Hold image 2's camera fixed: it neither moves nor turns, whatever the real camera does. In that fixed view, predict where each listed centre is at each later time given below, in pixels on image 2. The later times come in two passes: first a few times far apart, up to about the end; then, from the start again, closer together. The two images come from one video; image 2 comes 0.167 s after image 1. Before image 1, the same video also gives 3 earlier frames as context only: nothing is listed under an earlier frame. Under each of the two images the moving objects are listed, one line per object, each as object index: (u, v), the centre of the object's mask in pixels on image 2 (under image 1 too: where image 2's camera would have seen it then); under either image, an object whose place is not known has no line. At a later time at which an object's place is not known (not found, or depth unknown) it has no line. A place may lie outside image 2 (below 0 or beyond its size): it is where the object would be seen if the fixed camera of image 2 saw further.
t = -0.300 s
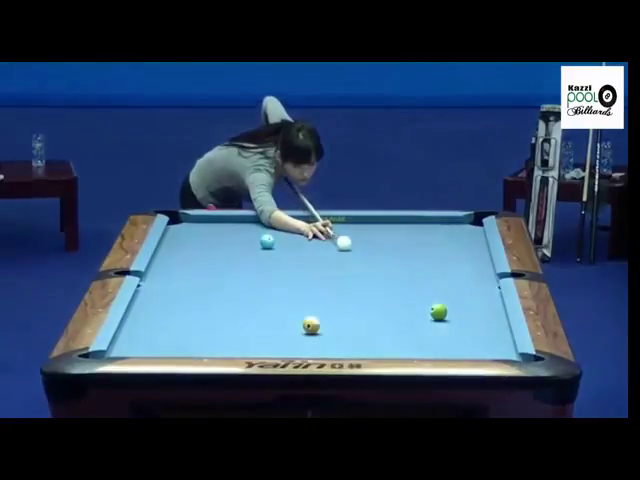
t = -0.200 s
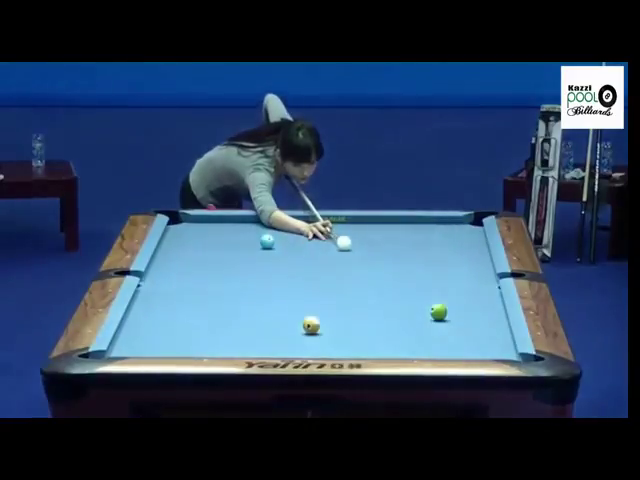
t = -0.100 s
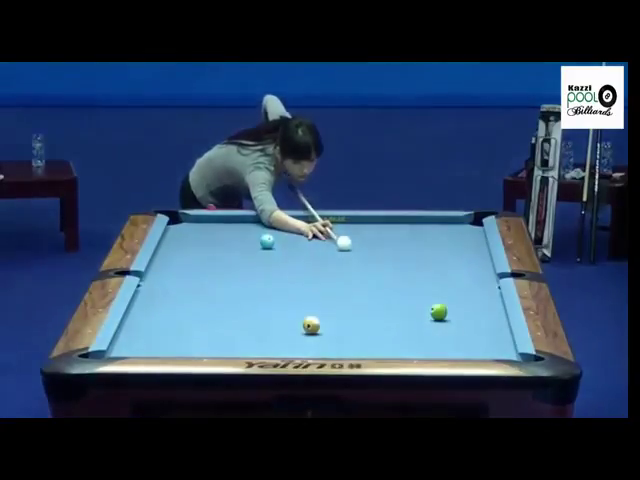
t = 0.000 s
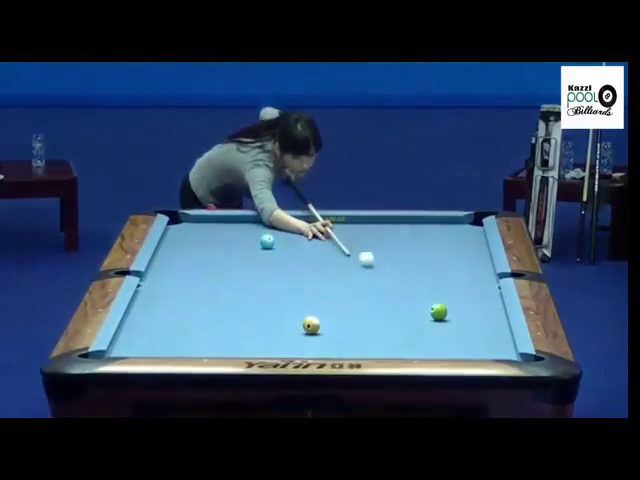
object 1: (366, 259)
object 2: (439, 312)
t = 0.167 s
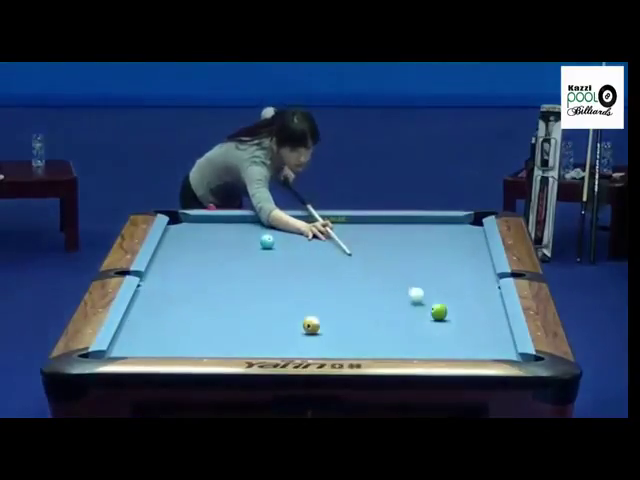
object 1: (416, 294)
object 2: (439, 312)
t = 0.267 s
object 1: (433, 309)
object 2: (454, 322)
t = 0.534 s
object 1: (425, 305)
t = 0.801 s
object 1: (415, 300)
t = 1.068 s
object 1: (405, 295)
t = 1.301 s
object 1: (398, 290)
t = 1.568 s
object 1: (390, 286)
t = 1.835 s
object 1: (383, 282)
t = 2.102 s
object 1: (377, 279)
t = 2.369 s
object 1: (371, 275)
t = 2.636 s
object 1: (366, 273)
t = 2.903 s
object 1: (362, 270)
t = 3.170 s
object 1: (359, 268)
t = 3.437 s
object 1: (356, 266)
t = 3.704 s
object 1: (354, 265)
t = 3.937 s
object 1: (353, 264)
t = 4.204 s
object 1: (352, 264)
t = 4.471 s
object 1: (351, 263)
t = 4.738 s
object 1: (351, 262)
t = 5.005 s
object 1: (351, 262)
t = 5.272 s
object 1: (351, 262)
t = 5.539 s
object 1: (351, 262)
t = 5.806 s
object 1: (351, 262)
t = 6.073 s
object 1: (351, 262)
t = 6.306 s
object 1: (351, 262)
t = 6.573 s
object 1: (351, 262)
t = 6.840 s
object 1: (351, 262)
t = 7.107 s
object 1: (351, 262)
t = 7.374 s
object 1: (351, 262)
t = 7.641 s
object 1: (351, 262)
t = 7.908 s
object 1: (351, 262)
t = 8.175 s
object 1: (351, 262)
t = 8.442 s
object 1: (351, 262)
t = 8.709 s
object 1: (351, 262)
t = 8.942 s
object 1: (351, 262)
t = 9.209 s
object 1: (351, 262)
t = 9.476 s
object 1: (351, 262)
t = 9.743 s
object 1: (351, 262)
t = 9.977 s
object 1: (351, 262)
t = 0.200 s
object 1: (426, 302)
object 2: (439, 312)
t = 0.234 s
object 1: (433, 308)
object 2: (444, 314)
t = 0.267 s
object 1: (433, 309)
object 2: (454, 322)
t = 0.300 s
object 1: (433, 309)
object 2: (465, 330)
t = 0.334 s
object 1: (432, 309)
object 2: (476, 338)
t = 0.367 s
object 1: (431, 308)
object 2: (488, 345)
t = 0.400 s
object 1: (430, 308)
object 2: (499, 351)
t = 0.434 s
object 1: (429, 307)
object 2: (512, 356)
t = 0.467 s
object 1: (428, 307)
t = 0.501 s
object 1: (426, 306)
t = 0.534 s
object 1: (425, 305)
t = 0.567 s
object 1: (424, 304)
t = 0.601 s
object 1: (423, 304)
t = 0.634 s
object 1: (421, 303)
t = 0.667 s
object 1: (420, 302)
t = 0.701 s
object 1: (419, 302)
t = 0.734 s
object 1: (418, 301)
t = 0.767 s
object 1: (416, 300)
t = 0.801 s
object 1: (415, 300)
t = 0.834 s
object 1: (414, 299)
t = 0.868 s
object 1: (413, 299)
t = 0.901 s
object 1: (412, 298)
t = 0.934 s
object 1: (410, 297)
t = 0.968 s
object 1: (409, 297)
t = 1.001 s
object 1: (408, 296)
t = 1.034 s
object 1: (407, 296)
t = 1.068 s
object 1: (405, 295)
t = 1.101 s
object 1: (404, 294)
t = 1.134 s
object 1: (403, 293)
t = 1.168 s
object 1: (403, 293)
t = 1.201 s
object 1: (401, 292)
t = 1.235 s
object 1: (400, 291)
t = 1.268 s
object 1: (399, 291)
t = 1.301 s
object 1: (398, 290)
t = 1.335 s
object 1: (397, 290)
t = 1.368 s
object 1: (396, 289)
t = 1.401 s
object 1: (395, 289)
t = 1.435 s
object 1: (394, 288)
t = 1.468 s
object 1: (393, 288)
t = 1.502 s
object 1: (392, 287)
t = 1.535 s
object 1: (391, 286)
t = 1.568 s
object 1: (390, 286)
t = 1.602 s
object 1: (389, 285)
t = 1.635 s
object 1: (388, 285)
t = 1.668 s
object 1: (387, 284)
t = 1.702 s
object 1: (387, 284)
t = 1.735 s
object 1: (385, 283)
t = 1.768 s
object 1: (384, 283)
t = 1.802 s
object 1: (384, 282)
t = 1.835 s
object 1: (383, 282)
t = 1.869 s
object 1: (382, 282)
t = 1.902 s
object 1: (381, 281)
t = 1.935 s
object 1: (380, 281)
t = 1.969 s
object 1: (380, 280)
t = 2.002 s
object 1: (379, 280)
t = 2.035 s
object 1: (378, 280)
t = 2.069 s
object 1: (377, 279)
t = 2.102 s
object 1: (377, 279)
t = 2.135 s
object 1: (376, 278)
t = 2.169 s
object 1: (375, 278)
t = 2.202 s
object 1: (375, 278)
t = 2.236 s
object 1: (374, 277)
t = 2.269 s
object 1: (373, 277)
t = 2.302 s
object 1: (373, 276)
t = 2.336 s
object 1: (371, 276)
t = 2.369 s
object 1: (371, 275)
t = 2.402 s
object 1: (371, 275)
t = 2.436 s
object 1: (370, 275)
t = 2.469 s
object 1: (369, 274)
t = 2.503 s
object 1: (369, 274)
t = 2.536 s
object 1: (368, 273)
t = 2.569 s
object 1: (367, 273)
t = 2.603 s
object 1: (367, 273)
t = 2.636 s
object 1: (366, 273)
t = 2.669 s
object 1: (366, 272)
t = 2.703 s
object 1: (365, 272)
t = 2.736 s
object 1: (364, 271)
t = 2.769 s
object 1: (364, 271)
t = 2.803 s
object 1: (363, 271)
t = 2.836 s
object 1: (363, 271)
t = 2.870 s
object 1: (362, 270)
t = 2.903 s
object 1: (362, 270)
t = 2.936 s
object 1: (361, 270)
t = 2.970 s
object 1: (361, 270)
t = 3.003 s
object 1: (361, 269)
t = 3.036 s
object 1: (360, 269)
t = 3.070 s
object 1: (360, 269)
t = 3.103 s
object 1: (360, 268)
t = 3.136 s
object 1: (359, 268)
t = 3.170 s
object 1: (359, 268)
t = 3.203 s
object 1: (358, 268)
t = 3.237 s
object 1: (358, 267)
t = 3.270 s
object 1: (358, 267)
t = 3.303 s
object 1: (357, 267)
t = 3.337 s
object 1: (357, 267)
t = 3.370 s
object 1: (357, 267)
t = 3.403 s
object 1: (356, 266)
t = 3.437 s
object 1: (356, 266)
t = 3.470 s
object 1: (356, 266)
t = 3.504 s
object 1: (356, 266)
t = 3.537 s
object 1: (356, 266)
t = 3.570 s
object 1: (355, 266)
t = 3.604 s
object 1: (355, 265)
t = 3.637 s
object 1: (355, 265)
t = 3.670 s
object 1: (354, 265)
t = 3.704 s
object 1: (354, 265)
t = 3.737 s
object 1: (354, 265)
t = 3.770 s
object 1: (354, 265)
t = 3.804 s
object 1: (354, 265)
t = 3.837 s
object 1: (353, 265)
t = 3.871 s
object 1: (353, 264)
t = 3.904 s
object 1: (353, 264)
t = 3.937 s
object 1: (353, 264)
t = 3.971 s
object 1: (352, 264)
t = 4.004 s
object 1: (353, 264)
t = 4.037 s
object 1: (352, 264)
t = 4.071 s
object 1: (352, 264)
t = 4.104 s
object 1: (352, 264)
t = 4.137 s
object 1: (352, 264)
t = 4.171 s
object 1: (352, 264)
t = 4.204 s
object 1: (352, 264)
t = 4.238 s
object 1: (351, 263)
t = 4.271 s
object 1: (351, 263)
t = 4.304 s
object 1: (351, 263)
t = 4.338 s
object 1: (351, 263)
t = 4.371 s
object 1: (351, 263)
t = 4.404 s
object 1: (351, 263)
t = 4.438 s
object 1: (351, 263)
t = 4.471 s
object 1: (351, 263)
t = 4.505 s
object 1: (351, 263)
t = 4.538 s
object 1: (351, 263)
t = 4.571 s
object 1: (351, 263)
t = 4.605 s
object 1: (351, 263)
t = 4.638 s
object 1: (351, 263)
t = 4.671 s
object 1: (351, 262)
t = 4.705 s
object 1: (351, 263)
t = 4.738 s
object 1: (351, 262)
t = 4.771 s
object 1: (351, 262)
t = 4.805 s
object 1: (351, 262)
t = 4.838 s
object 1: (351, 262)
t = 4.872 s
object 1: (351, 262)
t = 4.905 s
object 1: (351, 262)
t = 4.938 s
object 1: (351, 262)
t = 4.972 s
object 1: (351, 262)
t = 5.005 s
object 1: (351, 262)
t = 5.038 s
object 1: (351, 262)
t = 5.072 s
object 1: (351, 262)
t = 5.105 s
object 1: (351, 262)
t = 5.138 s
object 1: (351, 262)
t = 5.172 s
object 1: (351, 262)
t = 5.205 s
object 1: (351, 262)
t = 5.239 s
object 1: (351, 262)
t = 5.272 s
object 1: (351, 262)
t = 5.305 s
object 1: (351, 262)
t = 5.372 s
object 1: (351, 262)
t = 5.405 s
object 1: (351, 262)
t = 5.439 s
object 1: (351, 262)
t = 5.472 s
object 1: (351, 262)
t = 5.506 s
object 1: (351, 262)
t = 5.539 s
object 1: (351, 262)
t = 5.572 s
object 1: (351, 262)
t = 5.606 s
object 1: (351, 262)
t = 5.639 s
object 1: (351, 262)
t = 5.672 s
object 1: (351, 262)
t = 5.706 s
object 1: (351, 262)
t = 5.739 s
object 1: (351, 262)
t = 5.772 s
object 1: (351, 262)
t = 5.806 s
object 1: (351, 262)
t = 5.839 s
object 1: (351, 262)
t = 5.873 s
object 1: (351, 262)
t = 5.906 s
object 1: (351, 262)
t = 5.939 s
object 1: (351, 262)
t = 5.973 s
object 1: (351, 262)
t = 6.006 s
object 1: (351, 262)
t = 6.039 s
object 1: (351, 262)
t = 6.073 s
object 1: (351, 262)
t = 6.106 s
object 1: (351, 262)
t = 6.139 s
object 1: (351, 262)
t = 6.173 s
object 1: (351, 262)
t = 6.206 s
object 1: (351, 262)
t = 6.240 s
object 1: (351, 262)
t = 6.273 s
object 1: (351, 262)
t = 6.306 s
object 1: (351, 262)
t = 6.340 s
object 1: (351, 262)
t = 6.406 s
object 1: (351, 262)
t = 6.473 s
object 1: (351, 262)
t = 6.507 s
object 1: (351, 263)
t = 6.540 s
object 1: (351, 262)
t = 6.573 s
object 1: (351, 262)
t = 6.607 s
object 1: (351, 262)
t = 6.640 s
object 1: (351, 262)
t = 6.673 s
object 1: (351, 262)
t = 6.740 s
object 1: (351, 262)
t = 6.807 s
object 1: (351, 262)
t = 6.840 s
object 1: (351, 262)
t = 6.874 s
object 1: (351, 262)
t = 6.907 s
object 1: (351, 262)
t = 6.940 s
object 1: (351, 262)
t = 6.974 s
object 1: (351, 262)
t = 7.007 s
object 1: (351, 262)
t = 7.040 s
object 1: (351, 262)
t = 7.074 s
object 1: (351, 262)
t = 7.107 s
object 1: (351, 262)
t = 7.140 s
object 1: (351, 262)
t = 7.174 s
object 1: (351, 262)
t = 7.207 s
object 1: (351, 262)
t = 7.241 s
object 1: (351, 262)
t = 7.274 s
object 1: (351, 262)
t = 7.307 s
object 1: (351, 262)
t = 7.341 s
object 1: (351, 262)
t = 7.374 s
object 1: (351, 262)
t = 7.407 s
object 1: (351, 262)
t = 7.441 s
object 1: (351, 262)
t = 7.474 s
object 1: (351, 262)
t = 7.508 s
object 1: (351, 262)
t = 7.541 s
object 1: (351, 262)
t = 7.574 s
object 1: (351, 262)
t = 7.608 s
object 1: (351, 262)
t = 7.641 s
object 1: (351, 262)
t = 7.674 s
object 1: (351, 262)
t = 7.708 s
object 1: (351, 262)
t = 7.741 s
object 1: (351, 262)
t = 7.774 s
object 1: (351, 262)
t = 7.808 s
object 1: (351, 262)
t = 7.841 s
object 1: (351, 262)
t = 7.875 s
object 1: (351, 262)
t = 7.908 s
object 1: (351, 262)
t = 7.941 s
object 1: (351, 262)
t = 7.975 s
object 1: (351, 262)
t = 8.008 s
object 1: (351, 262)
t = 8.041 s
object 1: (351, 262)
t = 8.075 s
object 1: (351, 262)
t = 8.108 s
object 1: (351, 262)
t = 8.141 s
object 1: (351, 262)
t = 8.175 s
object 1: (351, 262)
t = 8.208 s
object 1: (351, 262)
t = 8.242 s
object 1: (351, 262)
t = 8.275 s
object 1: (351, 262)
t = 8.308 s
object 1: (351, 262)
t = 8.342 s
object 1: (351, 262)
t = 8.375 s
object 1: (351, 262)
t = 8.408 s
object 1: (351, 262)
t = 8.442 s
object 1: (351, 262)
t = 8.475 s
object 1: (351, 262)
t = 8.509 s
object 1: (351, 262)
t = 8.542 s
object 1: (351, 262)
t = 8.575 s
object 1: (351, 262)
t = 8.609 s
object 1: (351, 262)
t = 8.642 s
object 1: (351, 262)
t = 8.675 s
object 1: (351, 262)
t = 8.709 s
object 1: (351, 262)
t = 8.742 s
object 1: (351, 262)
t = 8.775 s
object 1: (351, 262)
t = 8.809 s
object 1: (351, 262)
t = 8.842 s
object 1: (351, 262)
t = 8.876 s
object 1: (351, 262)
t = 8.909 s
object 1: (351, 262)
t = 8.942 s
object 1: (351, 262)
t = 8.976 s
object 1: (351, 262)
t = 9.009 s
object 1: (351, 262)
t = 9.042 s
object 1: (351, 262)
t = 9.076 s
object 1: (351, 262)
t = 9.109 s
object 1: (351, 262)
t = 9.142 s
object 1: (351, 262)
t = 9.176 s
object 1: (351, 262)
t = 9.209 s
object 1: (351, 262)
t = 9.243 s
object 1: (351, 262)
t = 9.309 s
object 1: (351, 262)
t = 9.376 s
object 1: (351, 262)
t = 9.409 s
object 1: (351, 262)
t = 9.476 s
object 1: (351, 262)
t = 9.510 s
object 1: (351, 262)
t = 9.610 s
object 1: (351, 262)
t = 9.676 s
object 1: (351, 262)
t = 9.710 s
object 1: (351, 262)
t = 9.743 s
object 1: (351, 262)
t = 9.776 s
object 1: (351, 262)
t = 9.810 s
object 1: (351, 262)
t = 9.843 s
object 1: (351, 262)
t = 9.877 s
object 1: (351, 262)
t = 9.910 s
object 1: (351, 262)
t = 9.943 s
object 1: (351, 262)
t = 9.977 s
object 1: (351, 262)
